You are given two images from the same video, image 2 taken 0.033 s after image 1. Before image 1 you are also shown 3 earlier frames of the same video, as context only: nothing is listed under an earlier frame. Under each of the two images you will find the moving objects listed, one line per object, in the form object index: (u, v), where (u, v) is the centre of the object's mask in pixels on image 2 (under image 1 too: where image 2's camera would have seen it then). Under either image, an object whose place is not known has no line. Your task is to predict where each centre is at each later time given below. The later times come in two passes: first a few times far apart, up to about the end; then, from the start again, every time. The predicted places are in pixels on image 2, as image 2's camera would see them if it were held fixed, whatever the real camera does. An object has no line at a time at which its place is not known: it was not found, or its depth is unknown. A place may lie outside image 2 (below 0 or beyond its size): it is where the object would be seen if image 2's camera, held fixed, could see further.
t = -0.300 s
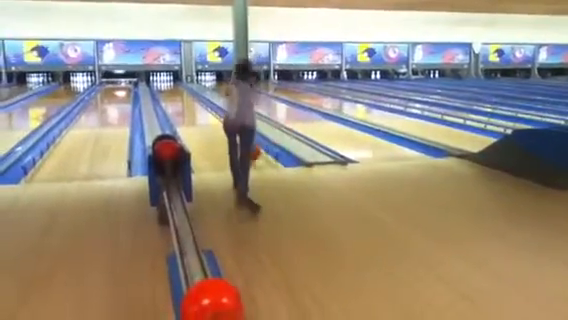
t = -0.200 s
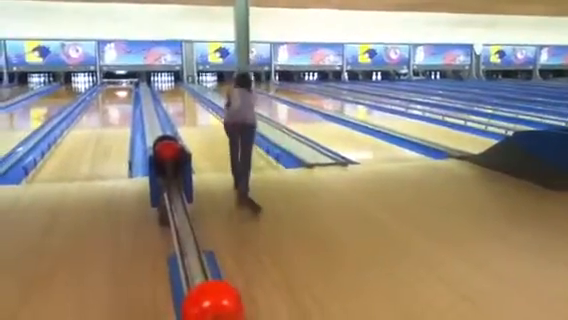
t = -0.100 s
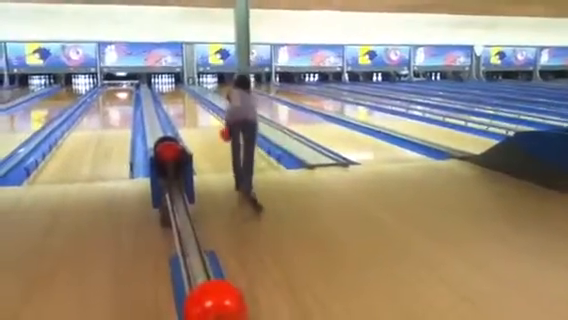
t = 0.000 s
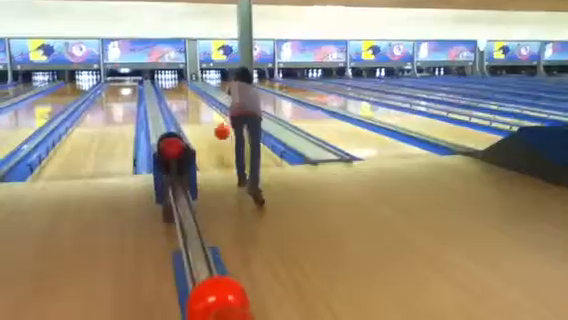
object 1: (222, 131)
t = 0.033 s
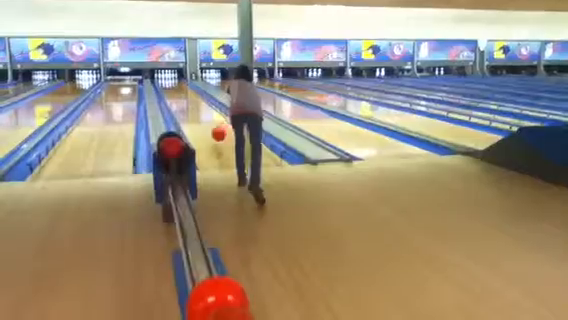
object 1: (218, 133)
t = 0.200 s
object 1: (207, 128)
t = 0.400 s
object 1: (195, 119)
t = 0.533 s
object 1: (189, 114)
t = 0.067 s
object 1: (216, 135)
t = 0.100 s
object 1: (213, 132)
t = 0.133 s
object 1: (211, 131)
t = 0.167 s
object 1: (209, 129)
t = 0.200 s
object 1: (207, 128)
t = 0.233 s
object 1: (204, 126)
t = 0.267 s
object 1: (203, 125)
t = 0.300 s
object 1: (201, 123)
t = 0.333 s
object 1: (199, 122)
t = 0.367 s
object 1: (197, 121)
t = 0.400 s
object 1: (195, 119)
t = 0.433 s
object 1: (194, 119)
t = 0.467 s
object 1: (193, 117)
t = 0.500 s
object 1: (190, 115)
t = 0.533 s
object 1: (189, 114)
